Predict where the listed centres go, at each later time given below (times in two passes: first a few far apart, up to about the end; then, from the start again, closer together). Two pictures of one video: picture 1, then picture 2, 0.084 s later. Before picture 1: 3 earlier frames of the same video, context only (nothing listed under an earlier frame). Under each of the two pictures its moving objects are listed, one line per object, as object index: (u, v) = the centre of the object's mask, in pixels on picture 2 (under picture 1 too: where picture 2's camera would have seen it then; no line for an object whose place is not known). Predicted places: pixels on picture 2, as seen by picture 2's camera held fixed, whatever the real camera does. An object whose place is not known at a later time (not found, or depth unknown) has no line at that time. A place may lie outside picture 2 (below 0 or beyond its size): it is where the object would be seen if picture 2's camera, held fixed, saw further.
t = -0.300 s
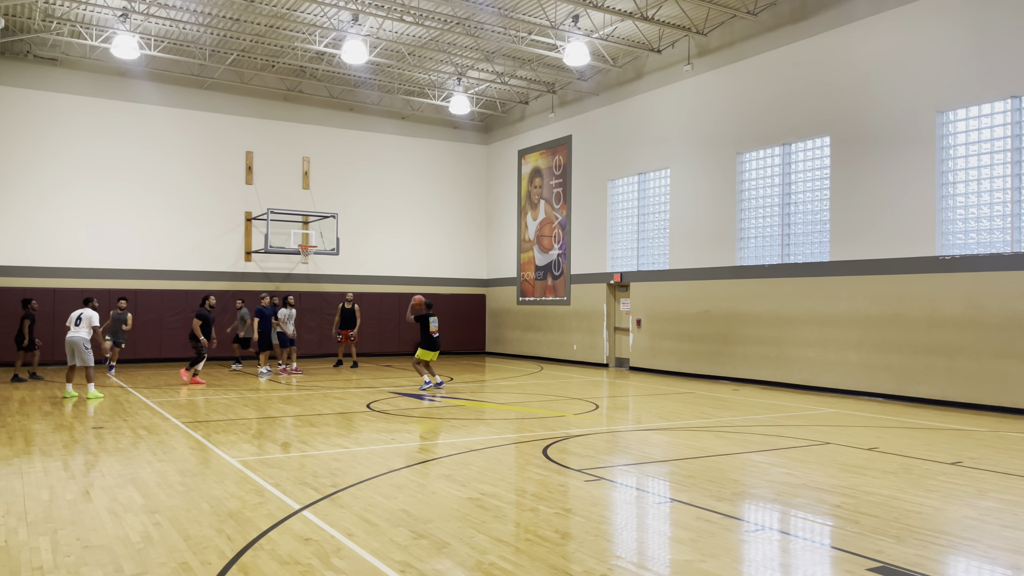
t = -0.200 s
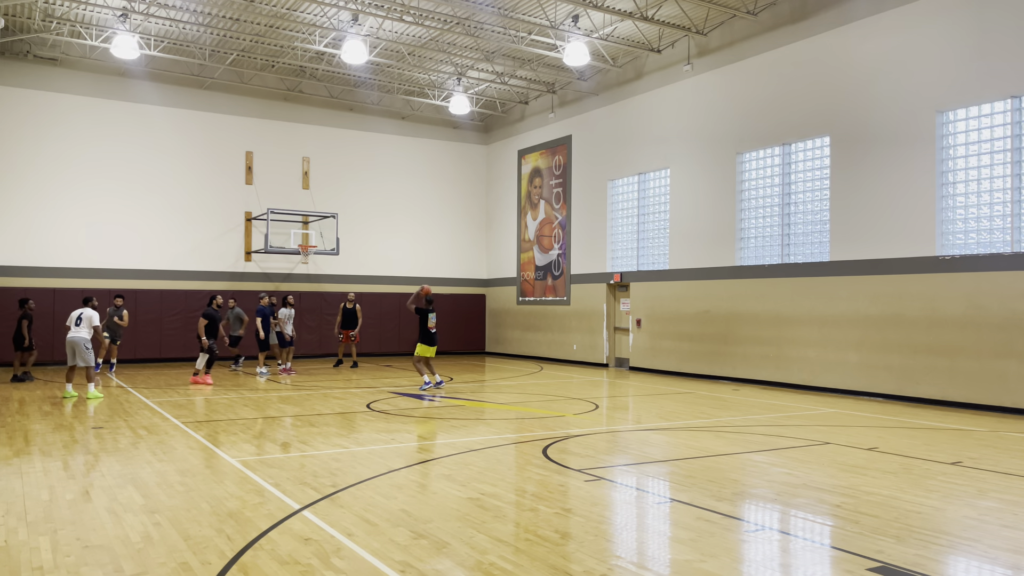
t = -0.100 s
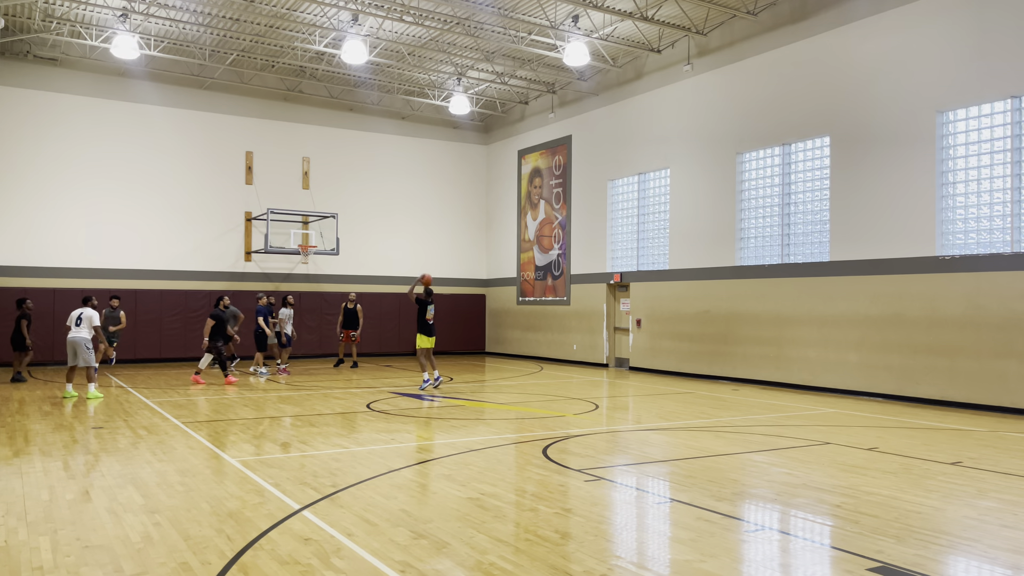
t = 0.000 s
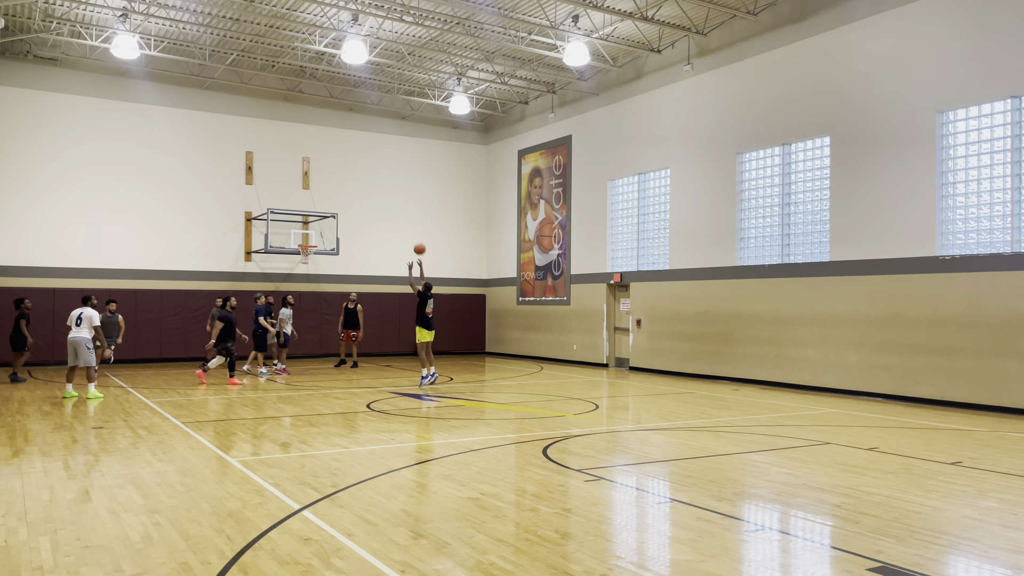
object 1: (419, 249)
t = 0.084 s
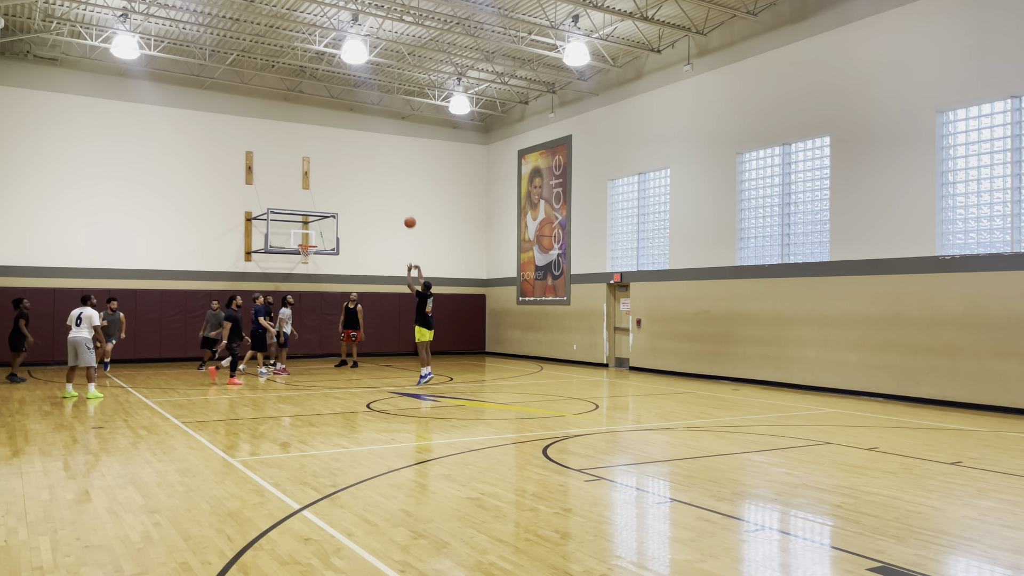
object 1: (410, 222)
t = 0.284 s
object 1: (389, 176)
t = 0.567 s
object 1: (363, 150)
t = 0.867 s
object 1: (339, 162)
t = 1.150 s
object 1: (319, 203)
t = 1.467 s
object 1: (307, 270)
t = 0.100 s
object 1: (408, 218)
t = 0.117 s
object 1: (406, 213)
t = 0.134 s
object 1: (404, 209)
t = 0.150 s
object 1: (403, 204)
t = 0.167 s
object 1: (401, 200)
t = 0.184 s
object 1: (399, 197)
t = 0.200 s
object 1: (397, 193)
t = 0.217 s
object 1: (396, 189)
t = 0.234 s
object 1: (394, 186)
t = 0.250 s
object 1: (392, 183)
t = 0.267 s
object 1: (391, 179)
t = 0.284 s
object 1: (389, 176)
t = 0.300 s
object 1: (387, 174)
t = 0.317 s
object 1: (386, 171)
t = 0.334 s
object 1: (384, 169)
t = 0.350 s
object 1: (383, 166)
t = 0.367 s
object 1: (381, 164)
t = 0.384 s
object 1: (380, 162)
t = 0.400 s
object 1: (378, 161)
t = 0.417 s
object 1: (377, 159)
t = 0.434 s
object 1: (375, 158)
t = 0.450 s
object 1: (374, 156)
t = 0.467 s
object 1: (372, 155)
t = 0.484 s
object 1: (371, 154)
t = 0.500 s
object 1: (369, 153)
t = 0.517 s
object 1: (368, 152)
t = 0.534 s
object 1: (366, 151)
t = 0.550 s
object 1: (365, 151)
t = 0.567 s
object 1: (363, 150)
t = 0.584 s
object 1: (362, 150)
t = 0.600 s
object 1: (361, 150)
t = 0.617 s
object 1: (359, 149)
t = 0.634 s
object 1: (358, 150)
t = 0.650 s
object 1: (357, 150)
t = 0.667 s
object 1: (355, 150)
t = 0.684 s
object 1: (354, 150)
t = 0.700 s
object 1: (352, 151)
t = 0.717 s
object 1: (351, 151)
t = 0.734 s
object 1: (350, 152)
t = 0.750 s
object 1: (349, 153)
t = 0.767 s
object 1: (347, 154)
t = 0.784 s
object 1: (346, 155)
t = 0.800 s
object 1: (345, 156)
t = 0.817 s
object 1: (343, 157)
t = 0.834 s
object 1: (342, 159)
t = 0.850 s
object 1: (341, 160)
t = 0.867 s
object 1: (339, 162)
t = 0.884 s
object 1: (338, 163)
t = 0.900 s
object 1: (337, 165)
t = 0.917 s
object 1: (336, 167)
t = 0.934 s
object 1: (335, 169)
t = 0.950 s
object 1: (333, 171)
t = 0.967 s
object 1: (332, 173)
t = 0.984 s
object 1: (331, 176)
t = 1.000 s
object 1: (330, 178)
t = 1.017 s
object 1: (328, 180)
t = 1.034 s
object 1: (327, 183)
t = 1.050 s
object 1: (326, 185)
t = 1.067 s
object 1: (325, 188)
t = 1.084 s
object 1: (324, 191)
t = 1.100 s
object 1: (322, 194)
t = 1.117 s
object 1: (321, 197)
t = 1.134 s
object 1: (320, 200)
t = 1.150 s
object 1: (319, 203)
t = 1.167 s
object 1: (318, 206)
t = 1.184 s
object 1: (317, 209)
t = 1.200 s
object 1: (315, 213)
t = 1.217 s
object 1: (314, 217)
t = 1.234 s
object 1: (313, 220)
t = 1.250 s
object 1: (312, 223)
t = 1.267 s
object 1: (311, 227)
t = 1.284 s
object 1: (310, 231)
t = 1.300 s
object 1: (309, 235)
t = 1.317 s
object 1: (307, 239)
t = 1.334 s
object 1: (307, 242)
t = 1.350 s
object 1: (306, 247)
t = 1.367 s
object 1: (306, 249)
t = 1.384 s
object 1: (307, 254)
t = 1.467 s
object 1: (307, 270)
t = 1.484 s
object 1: (307, 274)
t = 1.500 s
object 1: (307, 278)
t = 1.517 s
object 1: (307, 281)
